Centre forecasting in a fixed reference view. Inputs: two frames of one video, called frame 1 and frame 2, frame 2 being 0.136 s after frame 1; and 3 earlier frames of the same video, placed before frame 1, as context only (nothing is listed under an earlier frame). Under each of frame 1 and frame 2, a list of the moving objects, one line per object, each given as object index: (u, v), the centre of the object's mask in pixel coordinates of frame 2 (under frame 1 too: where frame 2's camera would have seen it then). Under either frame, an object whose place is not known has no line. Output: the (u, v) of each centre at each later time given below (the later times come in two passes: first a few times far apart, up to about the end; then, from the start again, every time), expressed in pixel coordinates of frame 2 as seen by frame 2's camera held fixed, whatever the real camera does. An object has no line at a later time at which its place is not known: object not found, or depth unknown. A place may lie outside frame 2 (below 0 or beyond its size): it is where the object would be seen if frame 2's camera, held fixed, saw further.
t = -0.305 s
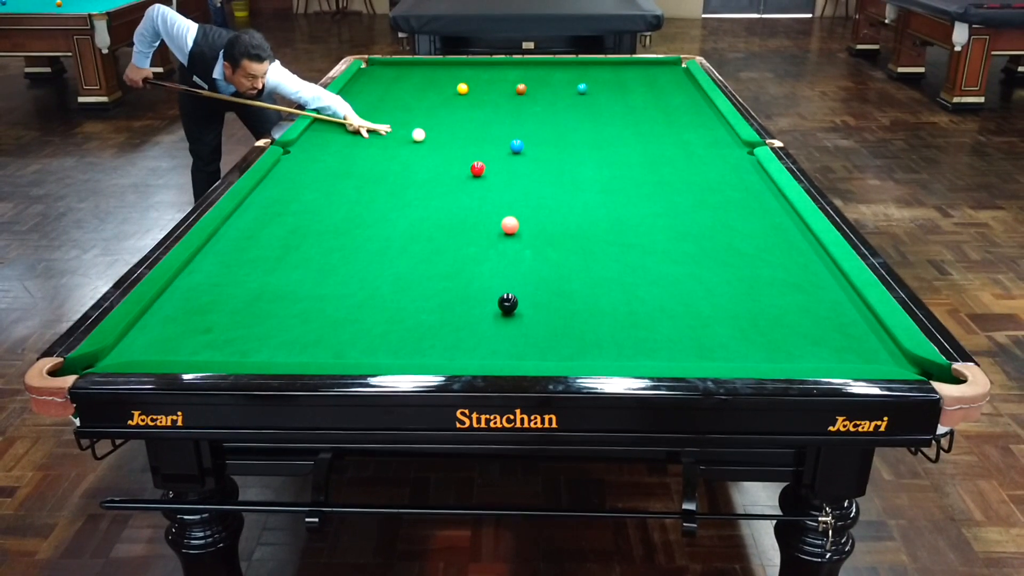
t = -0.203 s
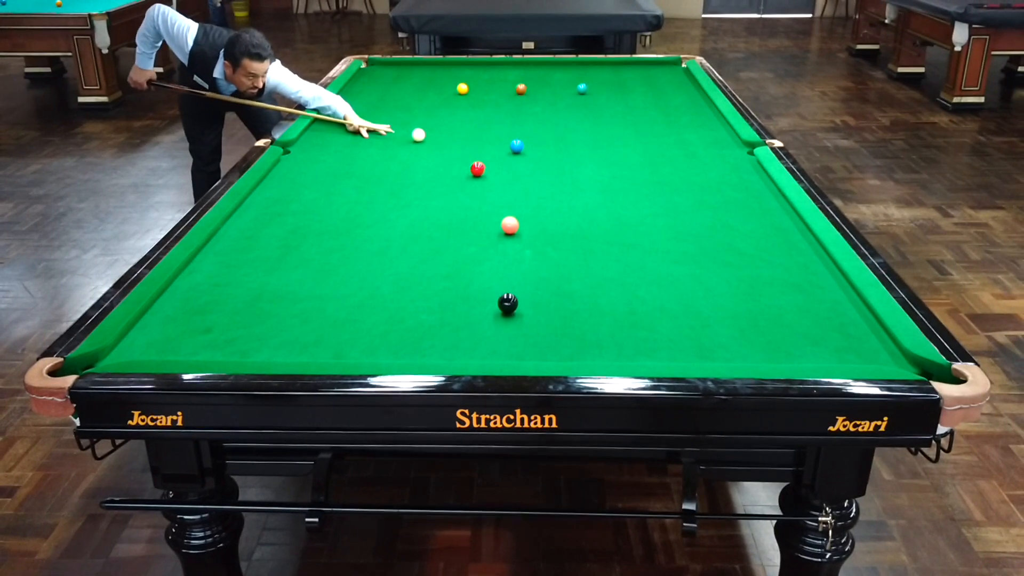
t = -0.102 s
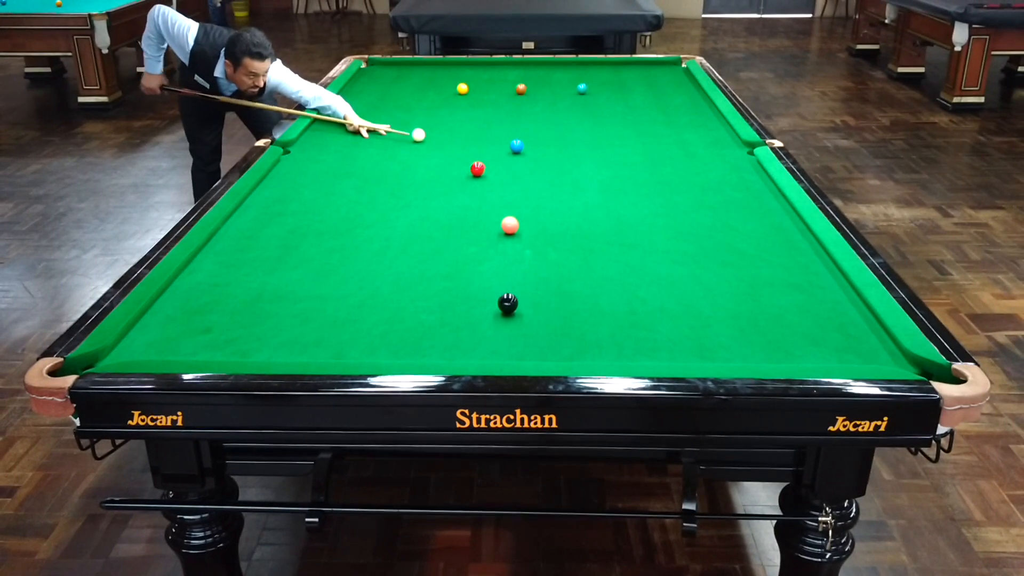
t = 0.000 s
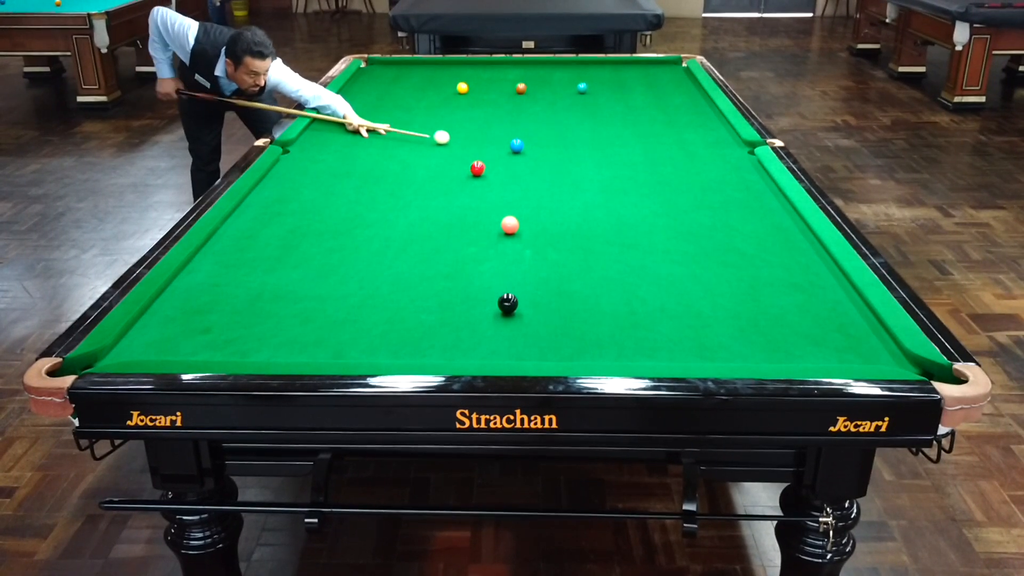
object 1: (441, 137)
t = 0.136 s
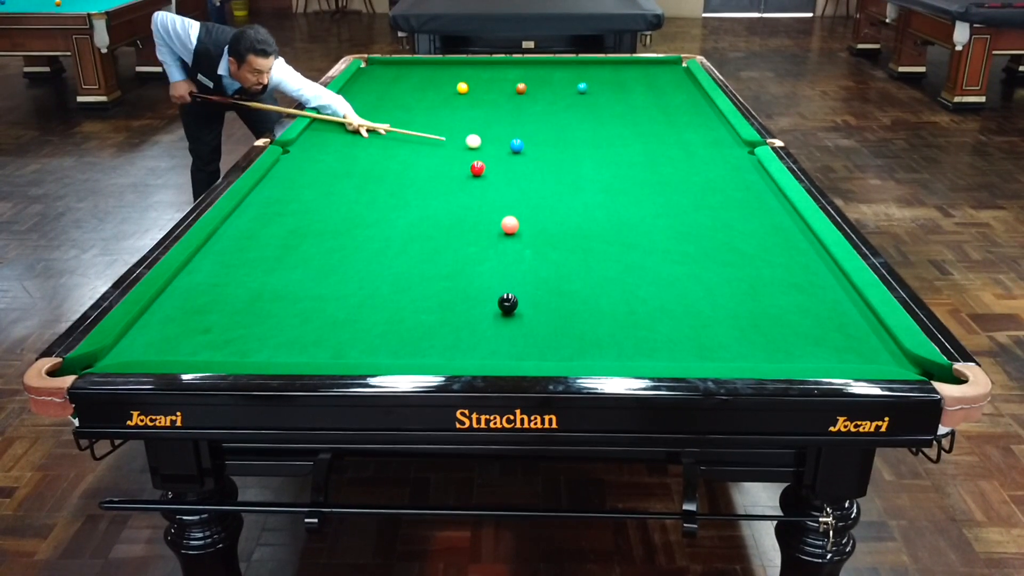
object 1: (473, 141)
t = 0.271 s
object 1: (501, 145)
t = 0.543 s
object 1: (512, 152)
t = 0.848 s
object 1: (525, 160)
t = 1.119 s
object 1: (536, 166)
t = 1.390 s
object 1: (546, 173)
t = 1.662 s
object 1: (556, 178)
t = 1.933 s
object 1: (565, 184)
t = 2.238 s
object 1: (574, 190)
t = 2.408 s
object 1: (578, 193)
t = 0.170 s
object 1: (480, 142)
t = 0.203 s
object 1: (487, 143)
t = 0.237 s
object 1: (495, 144)
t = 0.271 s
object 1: (501, 145)
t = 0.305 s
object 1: (503, 146)
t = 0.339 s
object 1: (504, 147)
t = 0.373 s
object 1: (505, 148)
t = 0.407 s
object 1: (506, 149)
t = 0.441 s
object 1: (508, 150)
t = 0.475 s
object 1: (510, 150)
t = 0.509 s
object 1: (511, 151)
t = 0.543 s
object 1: (512, 152)
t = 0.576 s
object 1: (514, 153)
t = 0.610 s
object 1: (515, 154)
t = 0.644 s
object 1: (517, 155)
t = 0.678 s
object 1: (518, 156)
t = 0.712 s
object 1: (520, 156)
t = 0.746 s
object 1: (521, 157)
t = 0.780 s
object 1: (523, 158)
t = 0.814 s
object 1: (524, 159)
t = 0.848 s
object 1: (525, 160)
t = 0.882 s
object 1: (527, 161)
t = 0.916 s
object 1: (528, 162)
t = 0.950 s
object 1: (530, 162)
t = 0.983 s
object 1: (531, 163)
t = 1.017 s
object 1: (532, 164)
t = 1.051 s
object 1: (534, 165)
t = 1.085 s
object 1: (535, 166)
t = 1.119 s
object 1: (536, 166)
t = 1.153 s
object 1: (538, 167)
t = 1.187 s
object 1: (539, 168)
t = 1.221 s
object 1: (540, 169)
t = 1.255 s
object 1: (542, 169)
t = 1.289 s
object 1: (543, 170)
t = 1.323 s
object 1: (544, 171)
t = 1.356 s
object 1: (545, 172)
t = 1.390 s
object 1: (546, 173)
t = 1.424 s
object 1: (548, 173)
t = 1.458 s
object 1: (549, 174)
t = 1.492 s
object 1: (550, 175)
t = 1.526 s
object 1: (551, 176)
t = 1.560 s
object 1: (553, 176)
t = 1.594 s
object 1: (554, 177)
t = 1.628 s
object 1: (555, 178)
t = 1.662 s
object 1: (556, 178)
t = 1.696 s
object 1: (557, 179)
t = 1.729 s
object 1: (559, 180)
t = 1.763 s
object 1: (559, 181)
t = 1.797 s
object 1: (561, 181)
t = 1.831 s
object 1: (562, 182)
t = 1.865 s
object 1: (563, 182)
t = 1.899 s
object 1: (564, 183)
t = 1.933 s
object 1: (565, 184)
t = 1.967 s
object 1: (566, 185)
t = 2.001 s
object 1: (567, 185)
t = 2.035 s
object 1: (568, 186)
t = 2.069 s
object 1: (569, 187)
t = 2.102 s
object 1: (570, 187)
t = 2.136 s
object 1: (571, 188)
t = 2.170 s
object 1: (572, 188)
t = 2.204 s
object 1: (573, 189)
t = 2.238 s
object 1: (574, 190)
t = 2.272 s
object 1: (574, 190)
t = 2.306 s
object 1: (575, 191)
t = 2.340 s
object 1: (576, 191)
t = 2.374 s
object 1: (577, 192)
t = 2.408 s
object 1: (578, 193)
